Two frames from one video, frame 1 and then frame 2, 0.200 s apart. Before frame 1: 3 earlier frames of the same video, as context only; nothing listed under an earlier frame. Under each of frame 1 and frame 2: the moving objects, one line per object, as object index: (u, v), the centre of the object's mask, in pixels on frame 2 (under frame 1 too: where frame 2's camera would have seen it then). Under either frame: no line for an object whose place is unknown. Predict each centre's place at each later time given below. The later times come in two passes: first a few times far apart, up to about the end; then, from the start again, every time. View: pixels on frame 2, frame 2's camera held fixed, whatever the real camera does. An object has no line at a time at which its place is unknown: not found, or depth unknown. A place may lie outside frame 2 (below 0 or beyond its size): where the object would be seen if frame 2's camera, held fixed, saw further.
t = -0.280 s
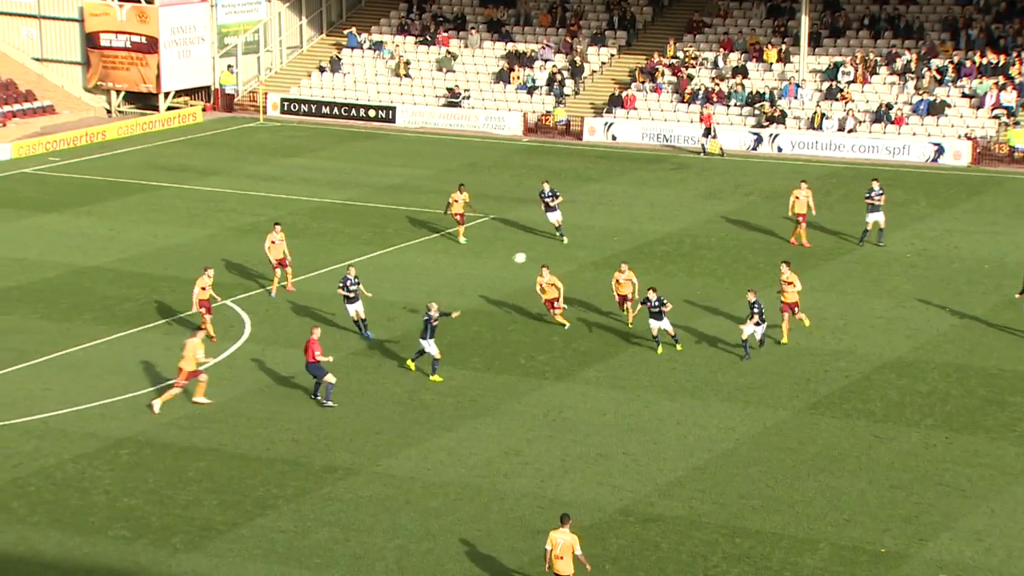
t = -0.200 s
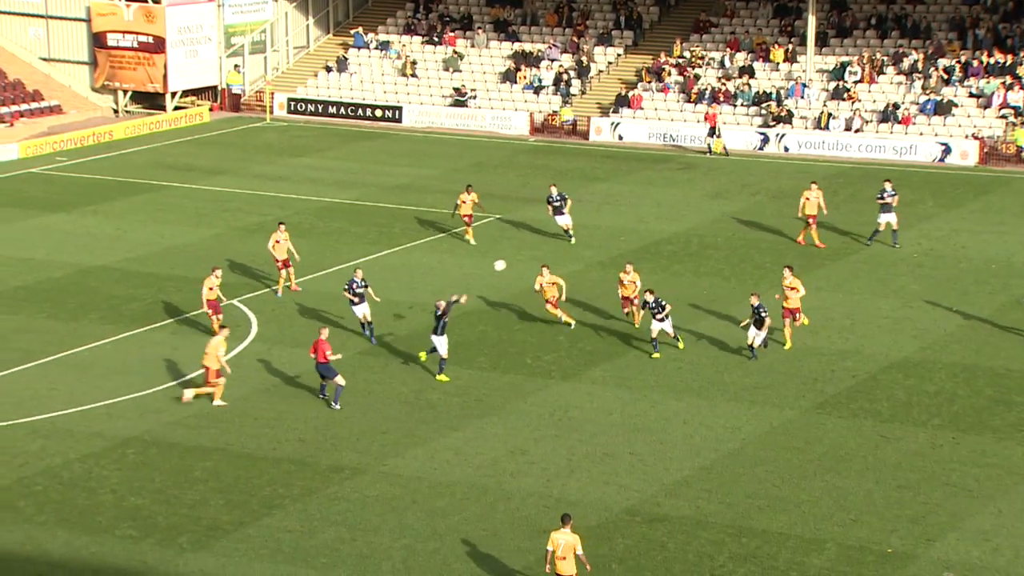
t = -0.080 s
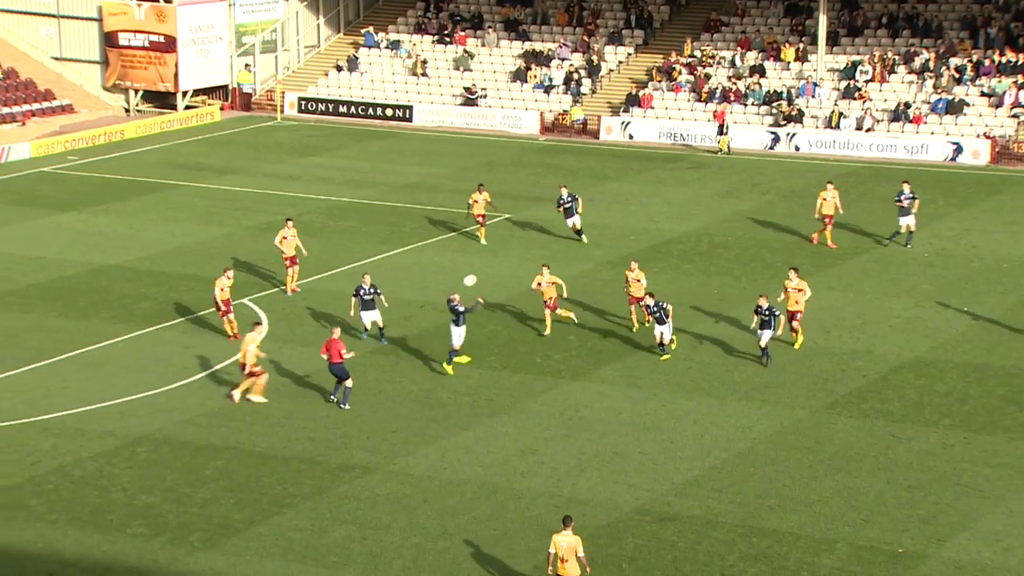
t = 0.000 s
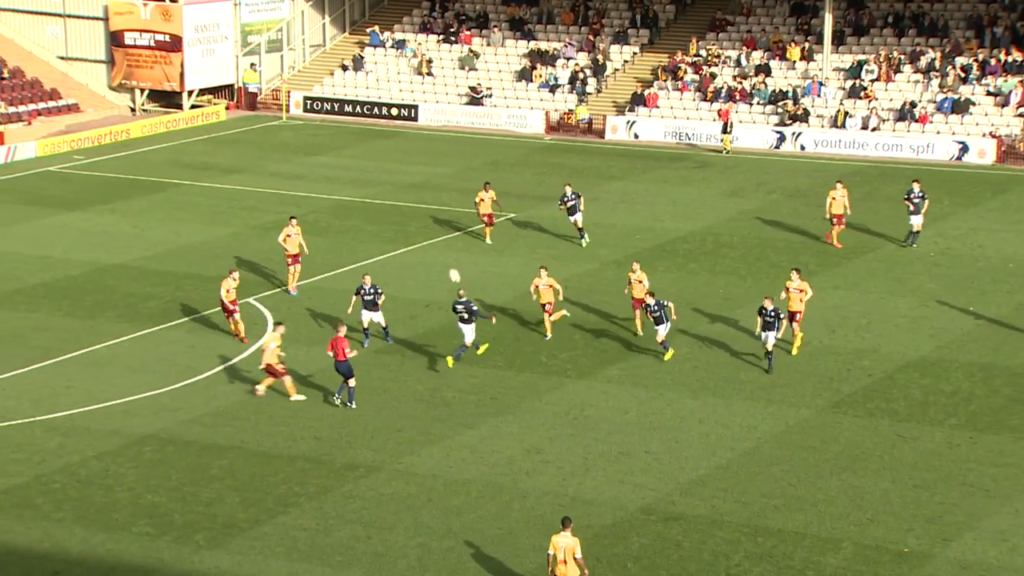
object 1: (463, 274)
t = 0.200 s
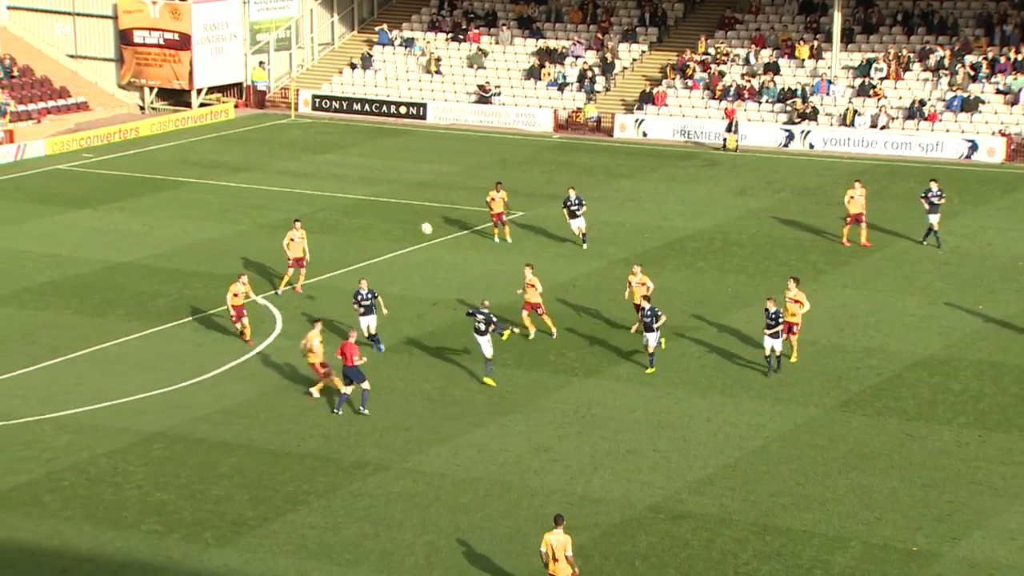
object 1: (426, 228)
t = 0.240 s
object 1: (419, 221)
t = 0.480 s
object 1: (378, 198)
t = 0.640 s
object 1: (352, 196)
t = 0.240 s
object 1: (419, 221)
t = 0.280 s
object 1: (412, 215)
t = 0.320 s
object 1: (405, 210)
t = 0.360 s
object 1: (398, 206)
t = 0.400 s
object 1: (392, 202)
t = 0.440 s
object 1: (385, 199)
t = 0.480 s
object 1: (378, 198)
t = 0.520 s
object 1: (371, 196)
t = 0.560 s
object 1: (365, 195)
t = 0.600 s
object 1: (358, 196)
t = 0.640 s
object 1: (352, 196)
